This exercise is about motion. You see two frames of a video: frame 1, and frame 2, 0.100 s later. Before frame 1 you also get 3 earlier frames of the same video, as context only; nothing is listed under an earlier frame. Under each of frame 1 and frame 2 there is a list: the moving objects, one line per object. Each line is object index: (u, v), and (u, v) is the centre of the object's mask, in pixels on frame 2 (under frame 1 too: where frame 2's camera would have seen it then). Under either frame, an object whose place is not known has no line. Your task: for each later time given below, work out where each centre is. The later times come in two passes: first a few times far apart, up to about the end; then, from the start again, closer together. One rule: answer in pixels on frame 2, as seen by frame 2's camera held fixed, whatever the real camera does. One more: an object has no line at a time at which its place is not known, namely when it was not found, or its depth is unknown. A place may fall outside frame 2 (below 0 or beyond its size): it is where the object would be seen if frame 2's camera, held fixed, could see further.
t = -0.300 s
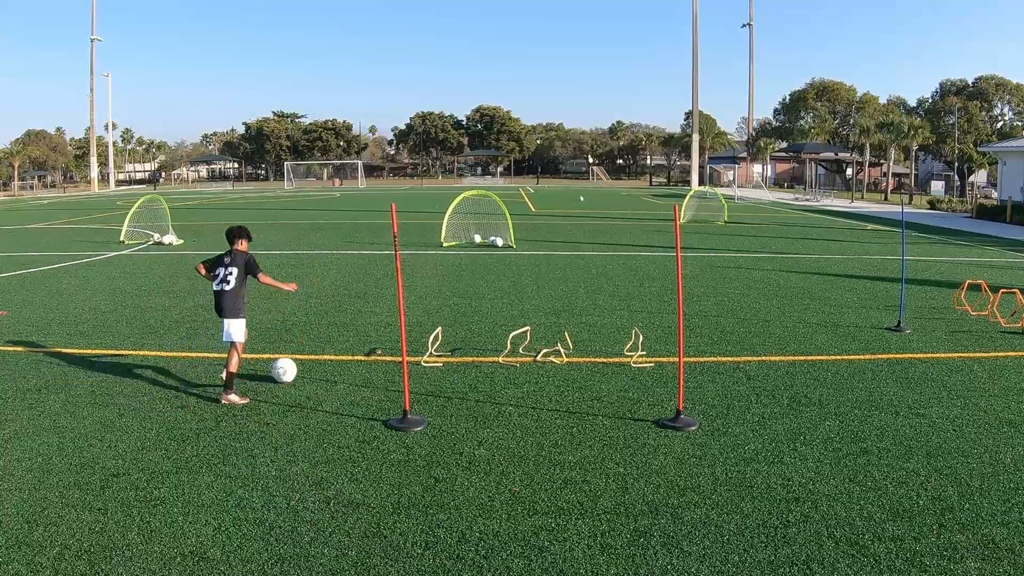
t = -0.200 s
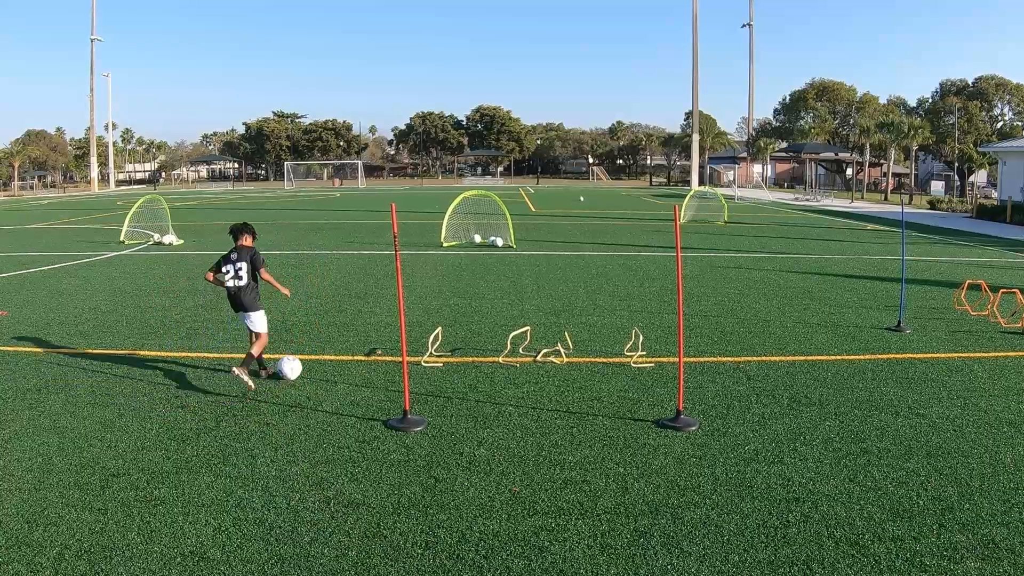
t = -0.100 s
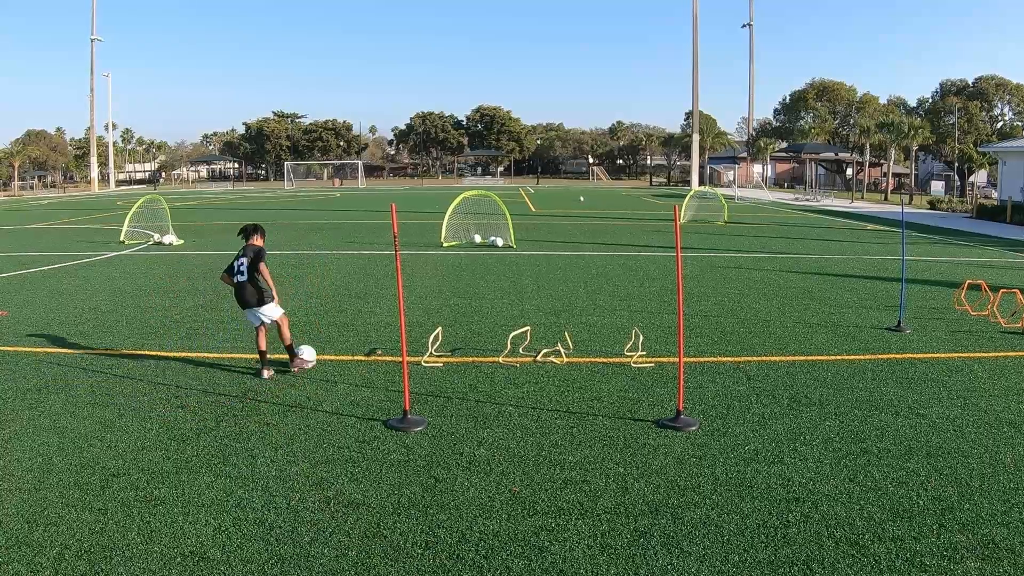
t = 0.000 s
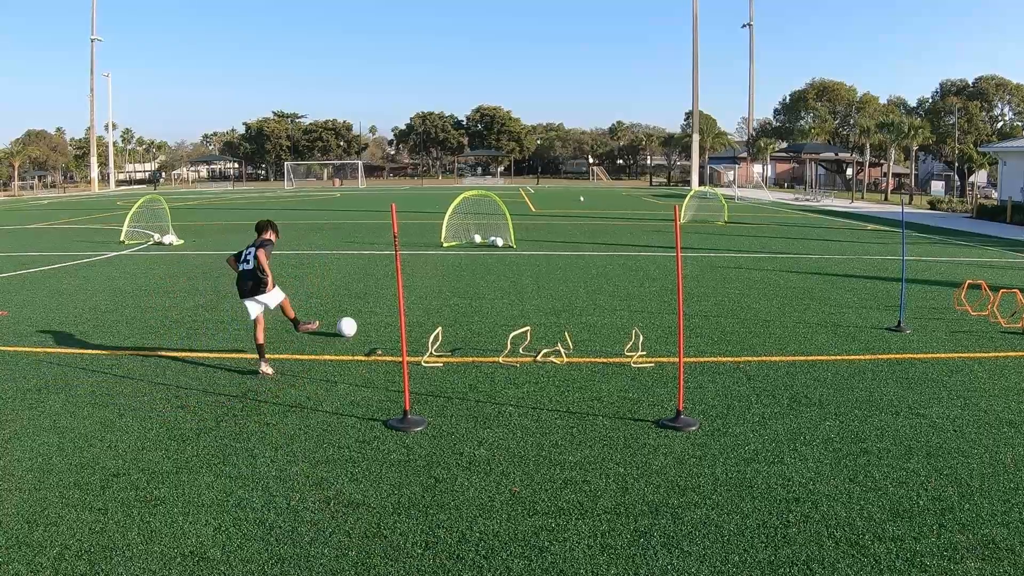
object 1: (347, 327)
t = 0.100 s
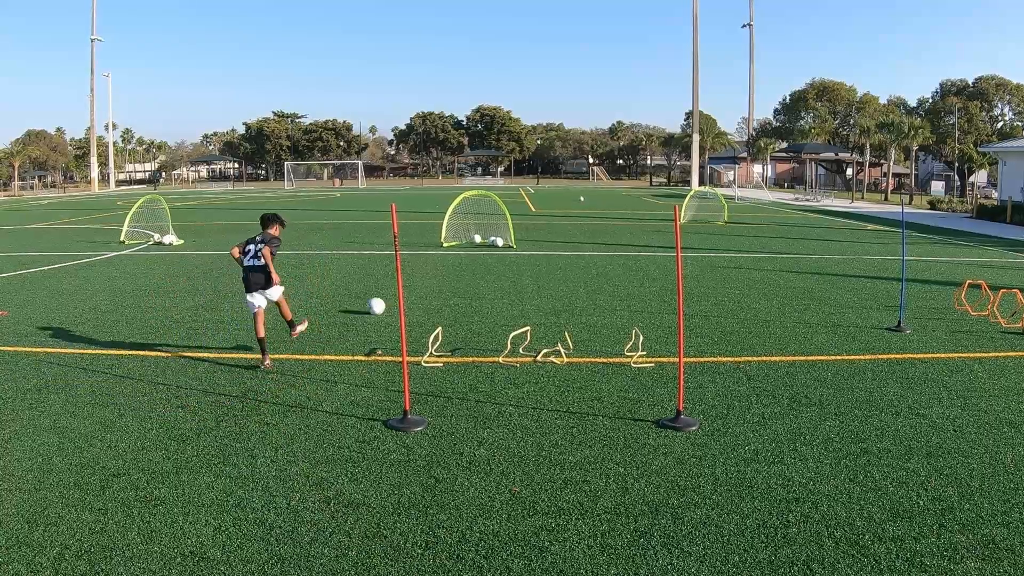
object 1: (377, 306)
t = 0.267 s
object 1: (409, 282)
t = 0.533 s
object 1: (438, 260)
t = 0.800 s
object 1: (453, 245)
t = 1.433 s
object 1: (485, 237)
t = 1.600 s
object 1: (491, 237)
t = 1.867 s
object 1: (494, 239)
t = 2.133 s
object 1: (501, 241)
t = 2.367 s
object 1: (500, 242)
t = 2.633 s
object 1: (500, 242)
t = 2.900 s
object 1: (501, 241)
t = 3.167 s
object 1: (500, 242)
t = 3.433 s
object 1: (499, 241)
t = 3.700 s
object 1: (499, 241)
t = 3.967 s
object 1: (499, 241)
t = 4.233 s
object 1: (499, 241)
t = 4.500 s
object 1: (499, 241)
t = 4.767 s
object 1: (499, 241)
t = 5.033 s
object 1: (499, 241)
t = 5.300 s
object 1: (499, 241)
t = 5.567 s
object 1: (499, 241)
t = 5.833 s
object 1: (499, 241)
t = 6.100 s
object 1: (499, 241)
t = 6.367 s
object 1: (499, 241)
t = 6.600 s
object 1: (499, 241)
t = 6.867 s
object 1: (499, 241)
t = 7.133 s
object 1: (499, 241)
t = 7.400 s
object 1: (499, 241)
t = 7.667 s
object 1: (499, 241)
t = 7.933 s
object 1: (500, 241)
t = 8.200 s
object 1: (500, 241)
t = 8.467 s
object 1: (499, 241)
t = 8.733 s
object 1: (499, 241)
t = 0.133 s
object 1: (384, 300)
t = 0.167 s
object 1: (392, 295)
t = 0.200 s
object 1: (397, 291)
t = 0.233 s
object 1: (406, 286)
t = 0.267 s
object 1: (409, 282)
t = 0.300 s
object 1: (414, 278)
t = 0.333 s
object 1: (418, 275)
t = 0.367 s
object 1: (422, 272)
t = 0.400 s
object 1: (425, 269)
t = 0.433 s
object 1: (429, 267)
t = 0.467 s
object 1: (433, 264)
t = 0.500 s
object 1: (435, 262)
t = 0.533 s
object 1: (438, 260)
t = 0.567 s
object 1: (440, 258)
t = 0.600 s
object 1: (443, 255)
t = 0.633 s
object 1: (445, 253)
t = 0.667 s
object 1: (447, 252)
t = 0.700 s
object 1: (449, 251)
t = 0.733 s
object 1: (451, 248)
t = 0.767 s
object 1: (452, 246)
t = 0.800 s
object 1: (453, 245)
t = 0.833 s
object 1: (455, 243)
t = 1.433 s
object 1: (485, 237)
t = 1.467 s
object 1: (486, 236)
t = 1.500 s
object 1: (487, 237)
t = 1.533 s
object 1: (489, 237)
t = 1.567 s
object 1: (490, 236)
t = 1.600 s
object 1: (491, 237)
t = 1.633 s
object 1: (492, 237)
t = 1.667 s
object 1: (493, 237)
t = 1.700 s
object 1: (494, 237)
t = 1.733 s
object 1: (494, 239)
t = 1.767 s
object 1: (494, 239)
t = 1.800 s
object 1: (494, 239)
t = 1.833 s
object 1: (494, 239)
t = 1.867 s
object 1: (494, 239)
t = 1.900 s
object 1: (497, 238)
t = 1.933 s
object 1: (500, 239)
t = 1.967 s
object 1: (500, 240)
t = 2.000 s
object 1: (500, 240)
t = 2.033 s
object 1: (500, 240)
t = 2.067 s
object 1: (501, 240)
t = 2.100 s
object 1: (501, 241)
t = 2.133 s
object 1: (501, 241)
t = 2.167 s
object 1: (501, 241)
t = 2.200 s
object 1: (501, 241)
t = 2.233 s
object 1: (500, 241)
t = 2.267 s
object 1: (501, 241)
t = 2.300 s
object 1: (499, 242)
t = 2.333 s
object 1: (499, 242)
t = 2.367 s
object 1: (500, 242)
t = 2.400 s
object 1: (500, 242)
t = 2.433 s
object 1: (500, 242)
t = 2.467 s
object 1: (500, 242)
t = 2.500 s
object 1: (500, 242)
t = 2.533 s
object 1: (500, 242)
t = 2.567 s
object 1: (500, 242)
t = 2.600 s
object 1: (500, 242)
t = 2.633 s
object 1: (500, 242)
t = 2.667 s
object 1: (500, 242)
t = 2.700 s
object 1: (500, 242)
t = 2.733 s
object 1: (500, 242)
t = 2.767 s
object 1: (500, 242)
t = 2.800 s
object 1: (500, 242)
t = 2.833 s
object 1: (500, 241)
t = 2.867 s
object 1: (500, 241)
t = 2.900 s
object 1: (501, 241)
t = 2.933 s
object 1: (501, 241)
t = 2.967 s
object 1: (502, 241)
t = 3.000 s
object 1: (500, 241)
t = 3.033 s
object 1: (500, 242)
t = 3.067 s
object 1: (500, 242)
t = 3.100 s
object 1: (500, 242)
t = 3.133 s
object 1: (500, 242)
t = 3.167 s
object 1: (500, 242)
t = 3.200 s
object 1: (500, 241)
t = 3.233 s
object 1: (500, 241)
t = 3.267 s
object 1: (500, 241)
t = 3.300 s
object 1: (500, 241)
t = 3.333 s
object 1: (500, 241)
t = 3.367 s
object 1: (500, 241)
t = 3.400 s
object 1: (499, 241)
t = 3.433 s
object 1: (499, 241)
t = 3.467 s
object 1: (499, 241)
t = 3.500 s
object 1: (499, 241)
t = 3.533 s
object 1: (499, 241)
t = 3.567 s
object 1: (499, 241)
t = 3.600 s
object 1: (499, 241)
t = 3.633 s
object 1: (499, 241)
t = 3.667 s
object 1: (499, 241)
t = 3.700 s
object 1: (499, 241)
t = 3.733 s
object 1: (499, 241)
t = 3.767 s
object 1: (499, 241)
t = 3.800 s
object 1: (499, 241)
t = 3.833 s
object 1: (499, 241)
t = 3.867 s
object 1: (499, 241)
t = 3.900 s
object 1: (499, 241)
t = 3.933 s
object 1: (499, 241)
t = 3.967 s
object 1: (499, 241)
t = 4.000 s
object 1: (499, 241)
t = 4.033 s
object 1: (499, 241)
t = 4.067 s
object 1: (499, 241)
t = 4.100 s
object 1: (499, 241)
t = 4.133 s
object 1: (499, 241)
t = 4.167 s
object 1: (499, 241)
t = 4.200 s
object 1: (499, 241)
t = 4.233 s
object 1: (499, 241)
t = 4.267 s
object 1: (499, 241)
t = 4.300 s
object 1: (499, 241)
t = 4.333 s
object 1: (499, 241)
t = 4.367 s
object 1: (499, 241)
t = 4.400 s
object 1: (499, 241)
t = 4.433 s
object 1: (499, 241)
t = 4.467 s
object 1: (499, 241)
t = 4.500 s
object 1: (499, 241)
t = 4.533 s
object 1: (499, 241)
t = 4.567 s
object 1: (499, 241)
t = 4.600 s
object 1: (499, 241)
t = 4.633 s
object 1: (499, 241)
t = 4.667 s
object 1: (499, 241)
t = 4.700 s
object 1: (499, 241)
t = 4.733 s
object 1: (499, 241)
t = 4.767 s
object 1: (499, 241)
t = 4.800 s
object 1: (499, 241)
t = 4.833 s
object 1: (499, 241)
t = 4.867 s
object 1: (500, 241)
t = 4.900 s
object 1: (500, 241)
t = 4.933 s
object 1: (499, 241)
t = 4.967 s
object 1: (499, 241)
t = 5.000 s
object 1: (499, 241)
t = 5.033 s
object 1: (499, 241)
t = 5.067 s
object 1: (499, 241)
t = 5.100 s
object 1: (499, 241)
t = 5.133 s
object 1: (499, 241)
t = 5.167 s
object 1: (499, 241)
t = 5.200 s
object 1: (499, 241)
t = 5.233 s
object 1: (499, 241)
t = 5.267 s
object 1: (499, 241)
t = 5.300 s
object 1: (499, 241)
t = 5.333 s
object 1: (499, 241)
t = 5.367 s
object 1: (499, 241)
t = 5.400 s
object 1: (499, 241)
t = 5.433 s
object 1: (499, 241)
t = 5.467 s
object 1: (499, 241)
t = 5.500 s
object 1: (499, 241)
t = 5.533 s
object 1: (499, 241)
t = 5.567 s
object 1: (499, 241)
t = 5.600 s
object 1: (499, 241)
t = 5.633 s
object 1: (499, 241)
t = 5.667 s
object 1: (499, 241)
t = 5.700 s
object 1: (499, 241)
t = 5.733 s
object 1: (499, 241)
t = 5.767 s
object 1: (499, 241)
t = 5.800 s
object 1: (499, 241)
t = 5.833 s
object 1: (499, 241)
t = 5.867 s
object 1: (499, 241)
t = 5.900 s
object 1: (499, 241)
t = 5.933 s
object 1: (499, 241)
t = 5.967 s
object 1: (499, 241)
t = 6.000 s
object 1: (499, 241)
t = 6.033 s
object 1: (499, 241)
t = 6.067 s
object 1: (499, 241)
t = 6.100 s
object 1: (499, 241)
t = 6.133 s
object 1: (499, 241)
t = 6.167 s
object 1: (499, 241)
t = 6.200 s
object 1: (499, 241)
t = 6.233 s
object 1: (499, 241)
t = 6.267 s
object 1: (499, 241)
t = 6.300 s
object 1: (499, 241)
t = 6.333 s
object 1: (499, 241)
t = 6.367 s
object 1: (499, 241)
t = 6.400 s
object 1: (499, 241)
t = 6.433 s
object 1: (499, 241)
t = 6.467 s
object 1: (499, 241)
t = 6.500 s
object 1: (499, 241)
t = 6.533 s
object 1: (499, 241)
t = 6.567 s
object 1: (499, 241)
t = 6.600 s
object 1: (499, 241)
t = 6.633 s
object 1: (499, 241)
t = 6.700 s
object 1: (499, 241)
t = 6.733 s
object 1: (499, 241)
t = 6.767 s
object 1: (499, 241)
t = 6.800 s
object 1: (499, 241)
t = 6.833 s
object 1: (499, 241)
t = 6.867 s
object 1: (499, 241)
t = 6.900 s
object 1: (499, 241)
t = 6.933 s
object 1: (499, 241)
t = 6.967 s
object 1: (499, 241)
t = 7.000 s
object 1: (499, 241)
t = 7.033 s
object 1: (499, 241)
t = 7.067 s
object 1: (499, 241)
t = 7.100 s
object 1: (499, 241)
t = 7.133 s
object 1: (499, 241)
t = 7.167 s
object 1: (499, 241)
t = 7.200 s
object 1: (499, 241)
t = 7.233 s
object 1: (499, 241)
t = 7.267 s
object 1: (499, 241)
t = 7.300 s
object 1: (499, 241)
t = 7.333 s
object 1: (499, 241)
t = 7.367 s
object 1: (499, 241)
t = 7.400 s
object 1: (499, 241)
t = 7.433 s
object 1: (499, 241)
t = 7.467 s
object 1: (499, 241)
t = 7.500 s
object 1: (499, 241)
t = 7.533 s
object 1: (499, 241)
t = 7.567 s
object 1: (499, 241)
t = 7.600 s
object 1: (499, 241)
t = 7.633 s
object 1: (499, 241)
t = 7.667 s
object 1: (499, 241)
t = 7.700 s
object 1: (499, 241)
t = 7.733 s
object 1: (499, 241)
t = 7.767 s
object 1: (500, 241)
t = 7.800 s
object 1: (500, 241)
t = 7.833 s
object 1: (500, 241)
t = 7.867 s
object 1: (500, 241)
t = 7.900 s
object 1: (500, 241)
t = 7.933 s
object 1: (500, 241)
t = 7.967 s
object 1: (500, 241)
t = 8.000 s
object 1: (500, 241)
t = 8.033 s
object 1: (500, 241)
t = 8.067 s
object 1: (500, 241)
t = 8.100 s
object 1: (500, 241)
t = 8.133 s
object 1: (500, 241)
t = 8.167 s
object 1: (500, 241)
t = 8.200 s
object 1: (500, 241)
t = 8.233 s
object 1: (500, 241)
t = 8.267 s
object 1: (500, 241)
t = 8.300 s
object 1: (500, 241)
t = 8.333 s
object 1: (499, 241)
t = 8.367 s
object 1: (500, 241)
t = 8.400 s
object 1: (500, 241)
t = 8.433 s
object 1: (500, 241)
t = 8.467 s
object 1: (499, 241)
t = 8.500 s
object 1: (499, 241)
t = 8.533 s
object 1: (499, 241)
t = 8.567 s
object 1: (499, 241)
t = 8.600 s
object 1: (499, 241)
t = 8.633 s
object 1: (499, 241)
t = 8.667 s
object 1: (499, 241)
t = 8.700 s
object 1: (499, 241)
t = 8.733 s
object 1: (499, 241)
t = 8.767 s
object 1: (499, 241)
